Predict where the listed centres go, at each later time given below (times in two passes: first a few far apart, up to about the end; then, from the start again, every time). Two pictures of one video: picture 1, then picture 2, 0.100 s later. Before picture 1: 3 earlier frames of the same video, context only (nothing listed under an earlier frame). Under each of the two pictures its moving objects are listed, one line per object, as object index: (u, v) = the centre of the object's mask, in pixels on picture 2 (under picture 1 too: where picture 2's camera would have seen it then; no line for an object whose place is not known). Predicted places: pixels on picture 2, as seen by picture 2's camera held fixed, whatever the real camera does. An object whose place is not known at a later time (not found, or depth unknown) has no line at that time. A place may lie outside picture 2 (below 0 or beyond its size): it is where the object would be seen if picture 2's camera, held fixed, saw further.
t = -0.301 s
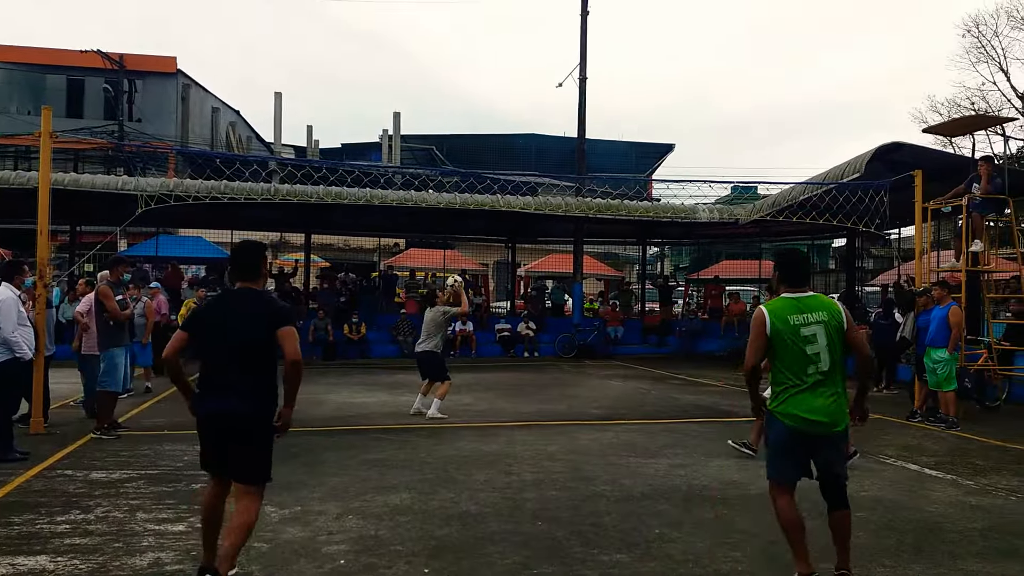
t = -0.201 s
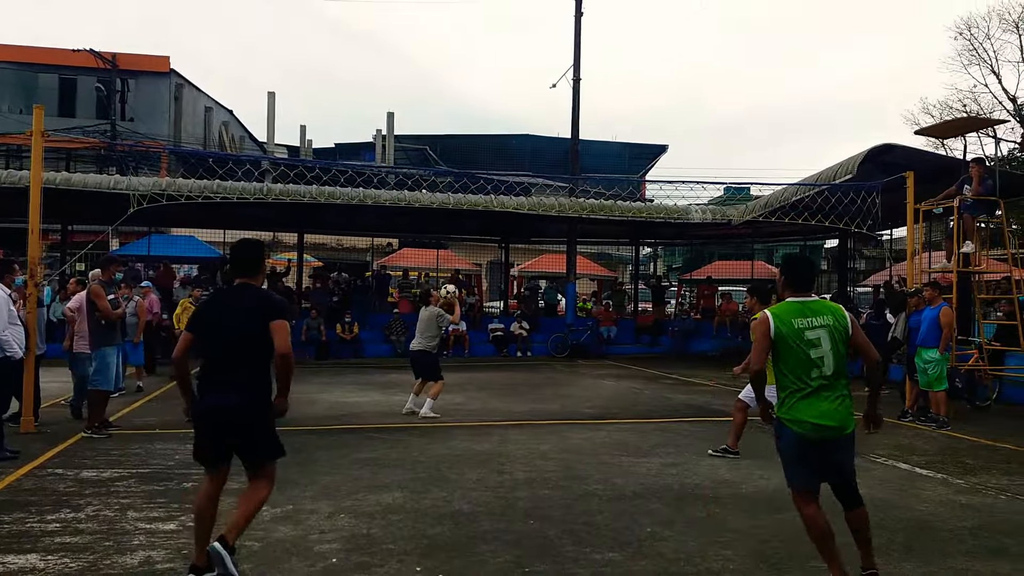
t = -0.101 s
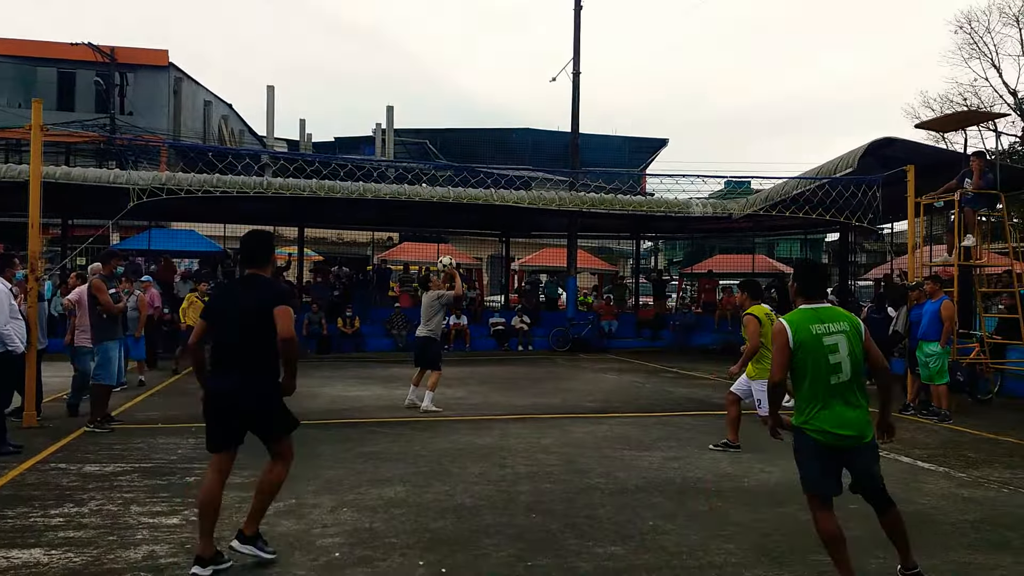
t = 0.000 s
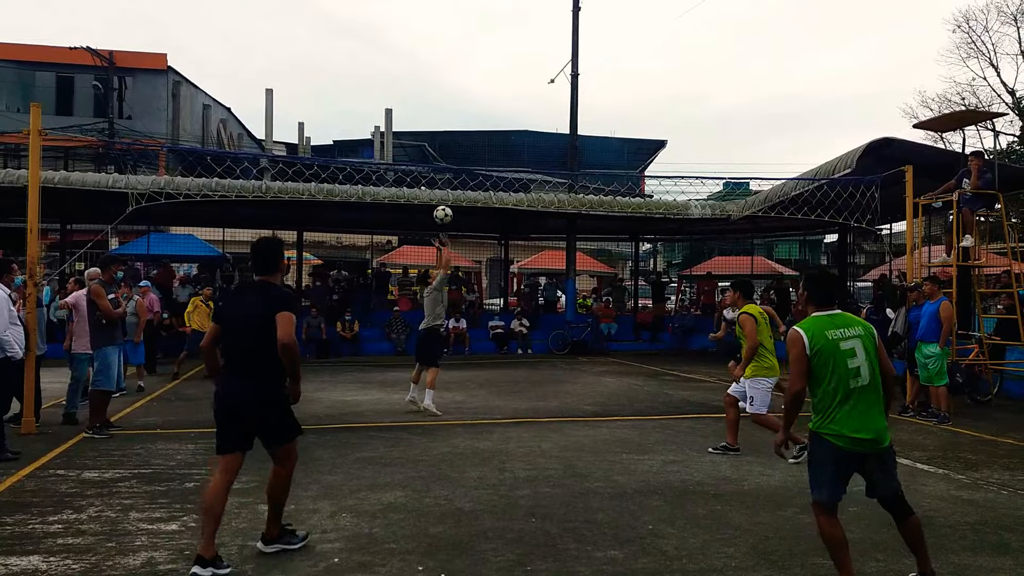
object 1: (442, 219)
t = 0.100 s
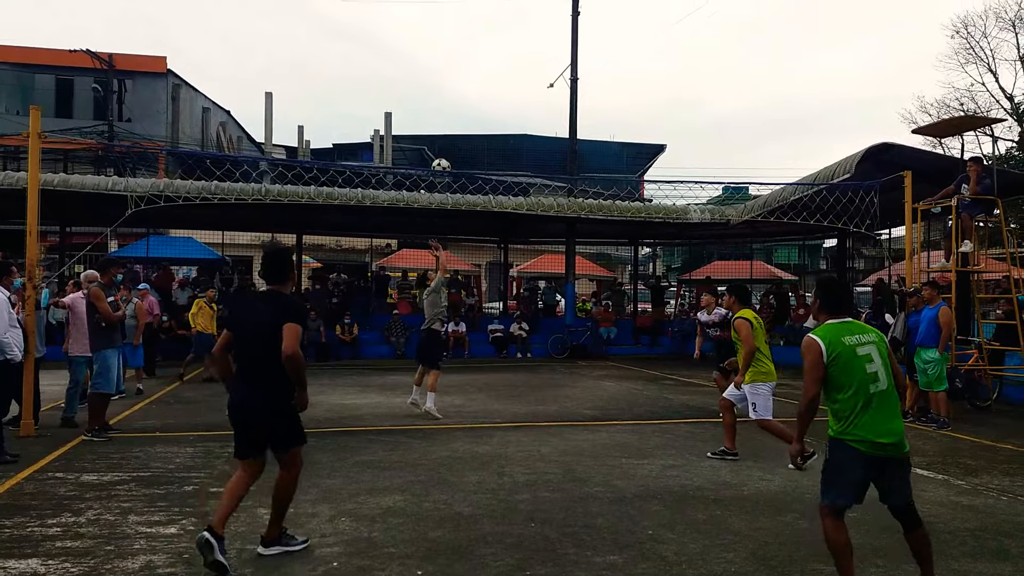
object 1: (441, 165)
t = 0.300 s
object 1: (438, 90)
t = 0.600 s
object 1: (433, 32)
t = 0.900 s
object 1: (427, 49)
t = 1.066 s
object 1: (424, 91)
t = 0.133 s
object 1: (440, 152)
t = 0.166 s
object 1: (440, 138)
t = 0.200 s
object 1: (439, 125)
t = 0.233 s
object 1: (439, 113)
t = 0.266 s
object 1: (438, 101)
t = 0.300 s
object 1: (438, 90)
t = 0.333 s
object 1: (437, 80)
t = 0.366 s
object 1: (436, 71)
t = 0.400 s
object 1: (436, 63)
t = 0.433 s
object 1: (435, 55)
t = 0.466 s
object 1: (435, 48)
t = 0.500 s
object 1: (434, 43)
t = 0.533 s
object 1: (434, 39)
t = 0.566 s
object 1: (434, 35)
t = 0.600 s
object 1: (433, 32)
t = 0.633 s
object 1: (432, 31)
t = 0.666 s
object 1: (432, 30)
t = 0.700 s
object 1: (431, 30)
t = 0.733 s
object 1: (430, 31)
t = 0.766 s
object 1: (430, 32)
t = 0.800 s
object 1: (429, 35)
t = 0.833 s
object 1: (429, 39)
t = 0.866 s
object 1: (428, 43)
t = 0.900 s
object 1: (427, 49)
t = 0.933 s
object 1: (427, 55)
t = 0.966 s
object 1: (426, 63)
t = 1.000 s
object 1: (425, 71)
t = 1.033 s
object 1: (425, 81)
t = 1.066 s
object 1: (424, 91)
